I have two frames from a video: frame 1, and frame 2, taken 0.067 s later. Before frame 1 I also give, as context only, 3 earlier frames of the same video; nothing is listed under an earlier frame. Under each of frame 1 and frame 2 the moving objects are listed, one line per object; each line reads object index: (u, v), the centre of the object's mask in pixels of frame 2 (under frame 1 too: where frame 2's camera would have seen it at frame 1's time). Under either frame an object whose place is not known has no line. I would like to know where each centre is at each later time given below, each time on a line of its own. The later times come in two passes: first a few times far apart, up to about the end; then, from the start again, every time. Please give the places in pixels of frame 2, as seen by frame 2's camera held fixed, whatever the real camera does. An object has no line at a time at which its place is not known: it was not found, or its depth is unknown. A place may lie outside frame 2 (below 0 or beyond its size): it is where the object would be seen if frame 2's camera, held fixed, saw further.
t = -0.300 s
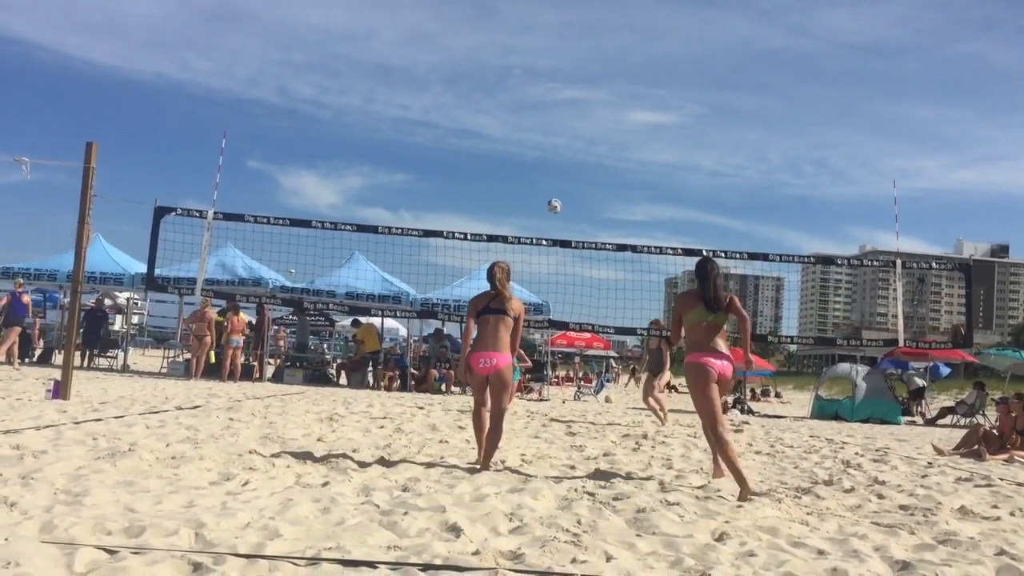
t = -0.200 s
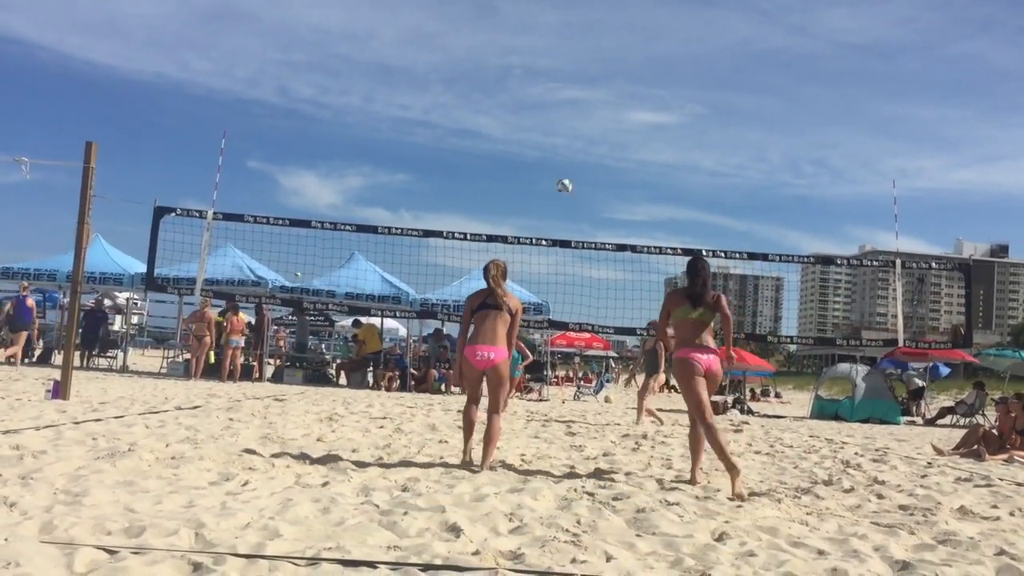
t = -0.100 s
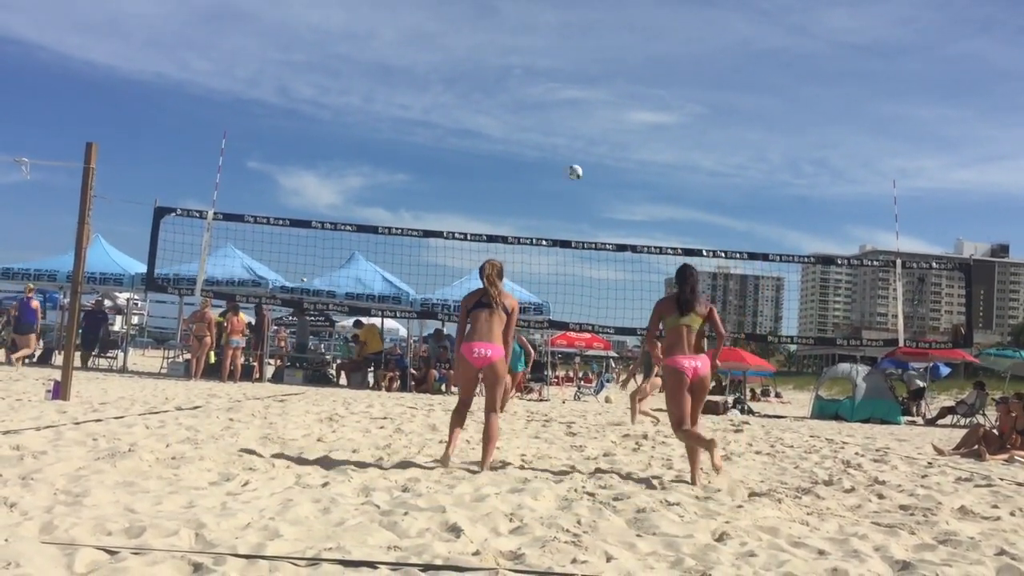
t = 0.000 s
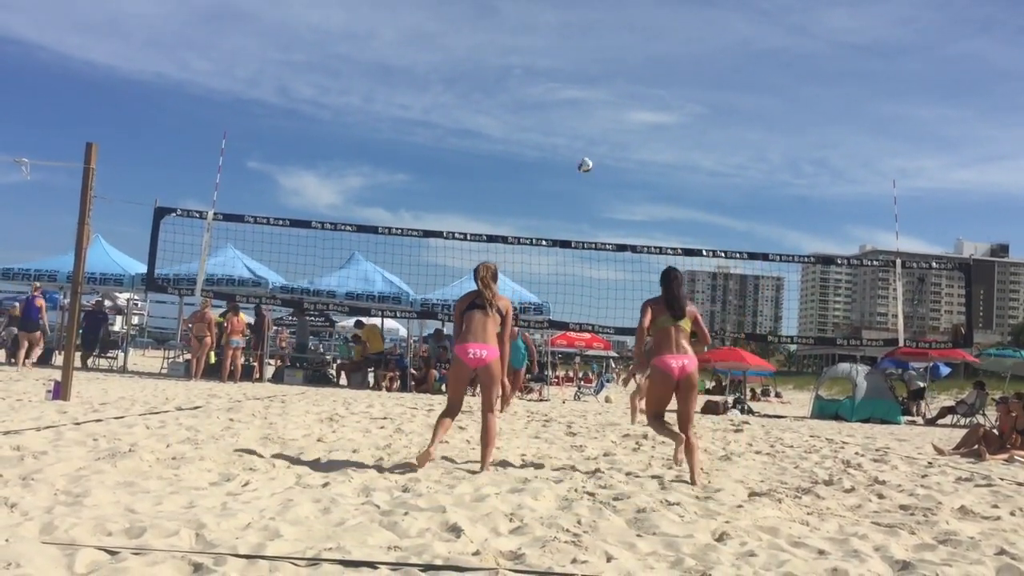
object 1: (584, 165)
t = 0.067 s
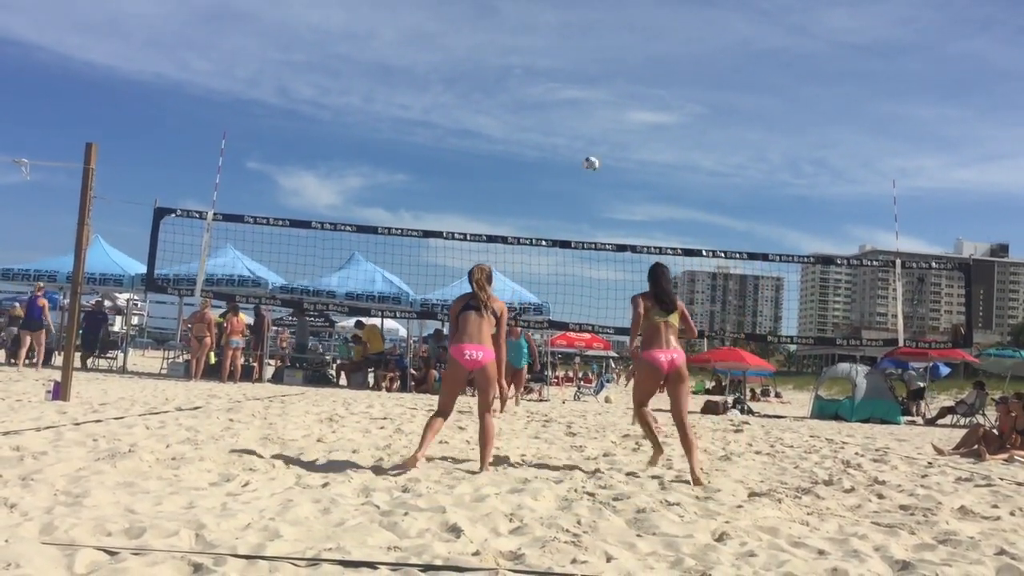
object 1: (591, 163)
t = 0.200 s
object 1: (604, 170)
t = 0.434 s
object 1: (625, 208)
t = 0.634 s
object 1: (644, 273)
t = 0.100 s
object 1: (594, 164)
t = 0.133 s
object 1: (597, 165)
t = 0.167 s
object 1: (600, 167)
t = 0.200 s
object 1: (604, 170)
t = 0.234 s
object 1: (607, 172)
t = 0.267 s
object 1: (610, 176)
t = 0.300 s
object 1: (613, 181)
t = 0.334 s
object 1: (616, 187)
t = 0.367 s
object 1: (619, 194)
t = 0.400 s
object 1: (623, 200)
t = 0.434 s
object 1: (625, 208)
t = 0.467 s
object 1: (628, 217)
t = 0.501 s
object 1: (632, 226)
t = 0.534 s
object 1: (635, 237)
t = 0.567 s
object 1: (637, 243)
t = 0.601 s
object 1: (641, 260)
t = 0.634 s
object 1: (644, 273)
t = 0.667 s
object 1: (647, 286)
